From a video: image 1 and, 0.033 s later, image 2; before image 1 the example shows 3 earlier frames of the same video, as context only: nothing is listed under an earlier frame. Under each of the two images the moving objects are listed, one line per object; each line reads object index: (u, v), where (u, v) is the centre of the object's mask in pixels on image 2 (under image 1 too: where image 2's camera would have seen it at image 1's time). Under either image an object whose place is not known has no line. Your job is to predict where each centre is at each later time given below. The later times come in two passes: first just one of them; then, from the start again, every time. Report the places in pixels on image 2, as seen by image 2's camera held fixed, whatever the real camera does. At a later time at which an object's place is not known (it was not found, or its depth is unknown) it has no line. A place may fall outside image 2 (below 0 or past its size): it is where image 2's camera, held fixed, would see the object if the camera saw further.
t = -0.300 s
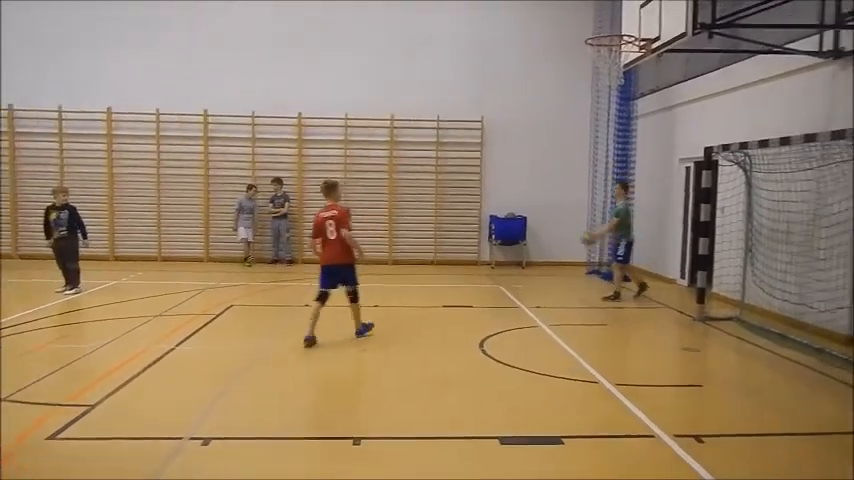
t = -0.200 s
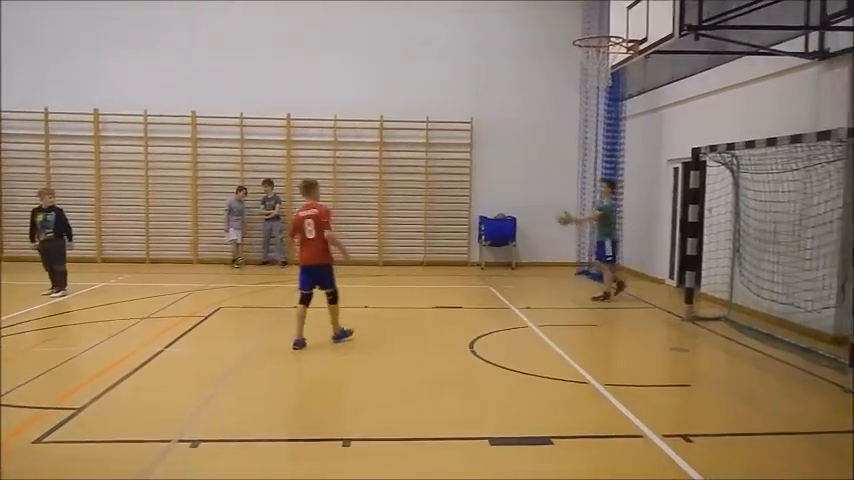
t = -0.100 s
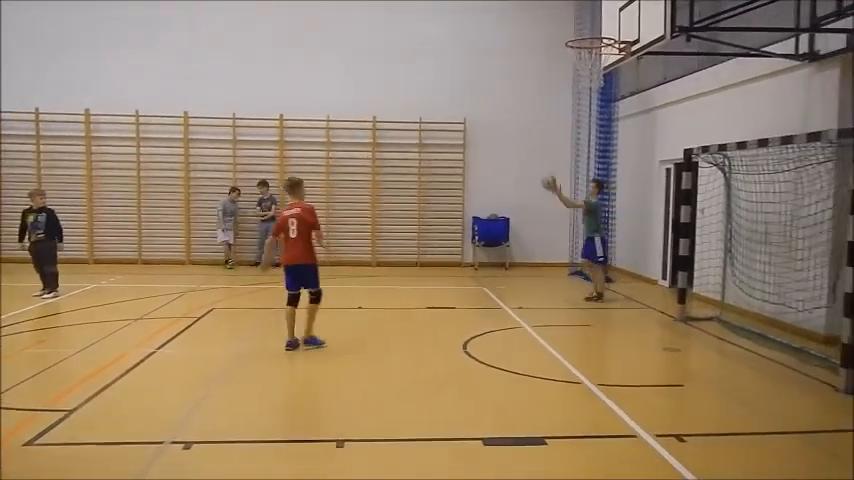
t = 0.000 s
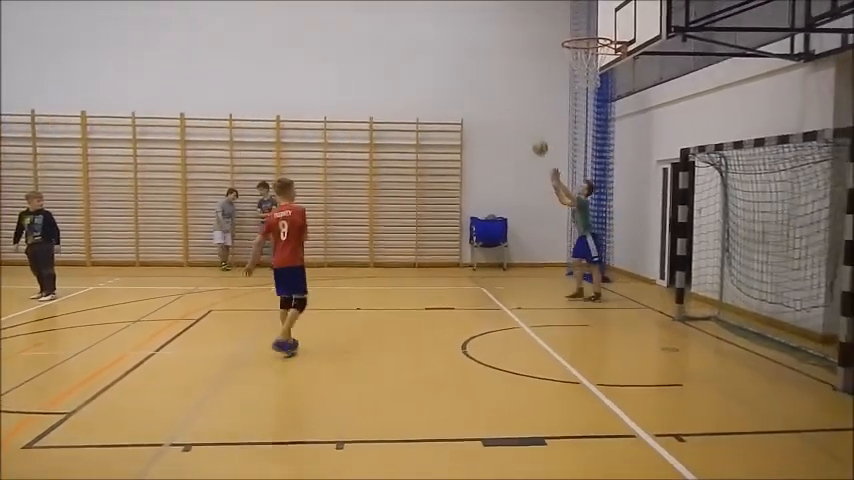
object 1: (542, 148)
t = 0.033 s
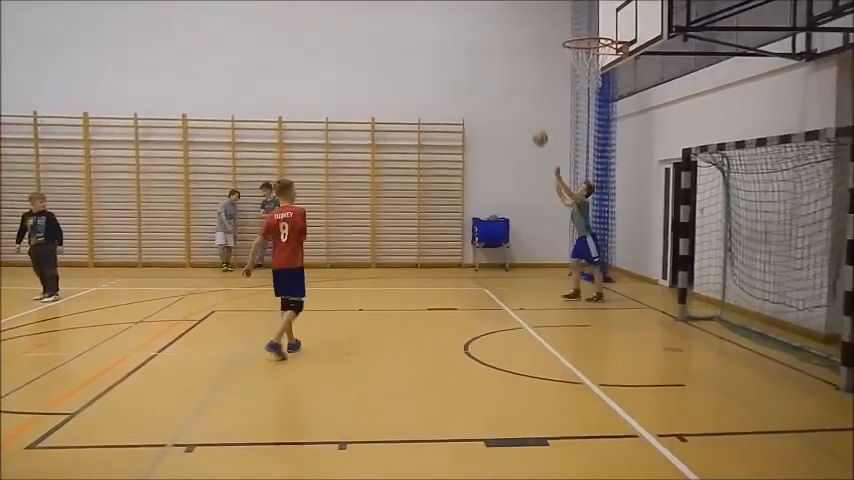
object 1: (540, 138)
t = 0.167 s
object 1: (532, 106)
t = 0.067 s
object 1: (538, 129)
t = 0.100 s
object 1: (536, 121)
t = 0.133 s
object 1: (534, 113)
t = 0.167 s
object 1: (532, 106)
